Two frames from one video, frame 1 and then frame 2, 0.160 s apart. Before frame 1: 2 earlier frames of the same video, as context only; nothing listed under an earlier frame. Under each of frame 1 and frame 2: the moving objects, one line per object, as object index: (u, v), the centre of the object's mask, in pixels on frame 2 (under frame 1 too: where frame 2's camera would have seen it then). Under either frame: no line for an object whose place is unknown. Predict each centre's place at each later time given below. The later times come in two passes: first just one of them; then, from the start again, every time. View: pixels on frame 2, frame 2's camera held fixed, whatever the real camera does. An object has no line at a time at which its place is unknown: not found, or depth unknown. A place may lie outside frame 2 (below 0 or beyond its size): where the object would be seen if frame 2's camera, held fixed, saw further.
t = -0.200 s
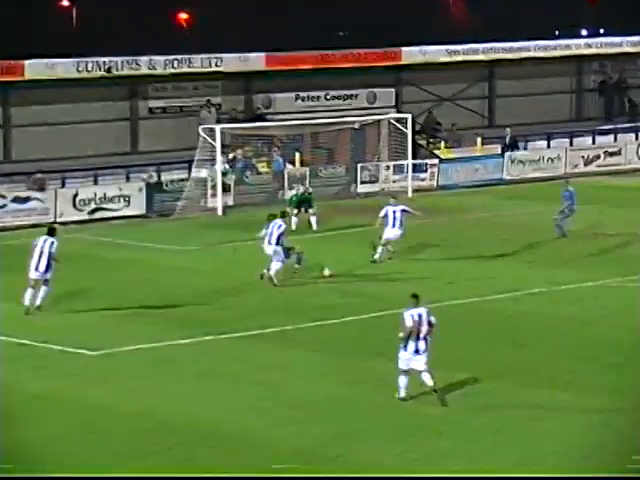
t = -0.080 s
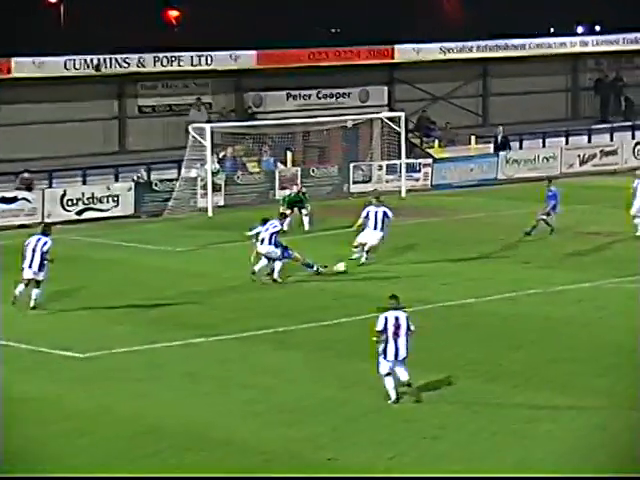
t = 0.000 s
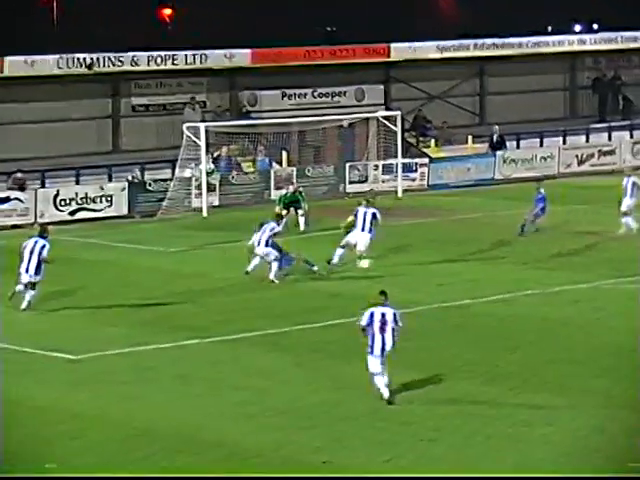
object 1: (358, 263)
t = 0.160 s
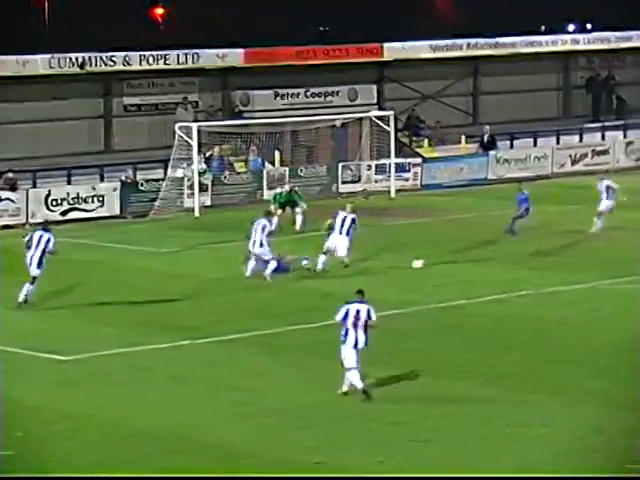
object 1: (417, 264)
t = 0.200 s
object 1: (430, 262)
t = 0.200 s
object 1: (430, 262)
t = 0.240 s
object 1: (442, 259)
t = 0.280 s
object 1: (458, 256)
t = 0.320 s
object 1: (469, 255)
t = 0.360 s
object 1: (479, 254)
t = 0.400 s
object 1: (488, 254)
